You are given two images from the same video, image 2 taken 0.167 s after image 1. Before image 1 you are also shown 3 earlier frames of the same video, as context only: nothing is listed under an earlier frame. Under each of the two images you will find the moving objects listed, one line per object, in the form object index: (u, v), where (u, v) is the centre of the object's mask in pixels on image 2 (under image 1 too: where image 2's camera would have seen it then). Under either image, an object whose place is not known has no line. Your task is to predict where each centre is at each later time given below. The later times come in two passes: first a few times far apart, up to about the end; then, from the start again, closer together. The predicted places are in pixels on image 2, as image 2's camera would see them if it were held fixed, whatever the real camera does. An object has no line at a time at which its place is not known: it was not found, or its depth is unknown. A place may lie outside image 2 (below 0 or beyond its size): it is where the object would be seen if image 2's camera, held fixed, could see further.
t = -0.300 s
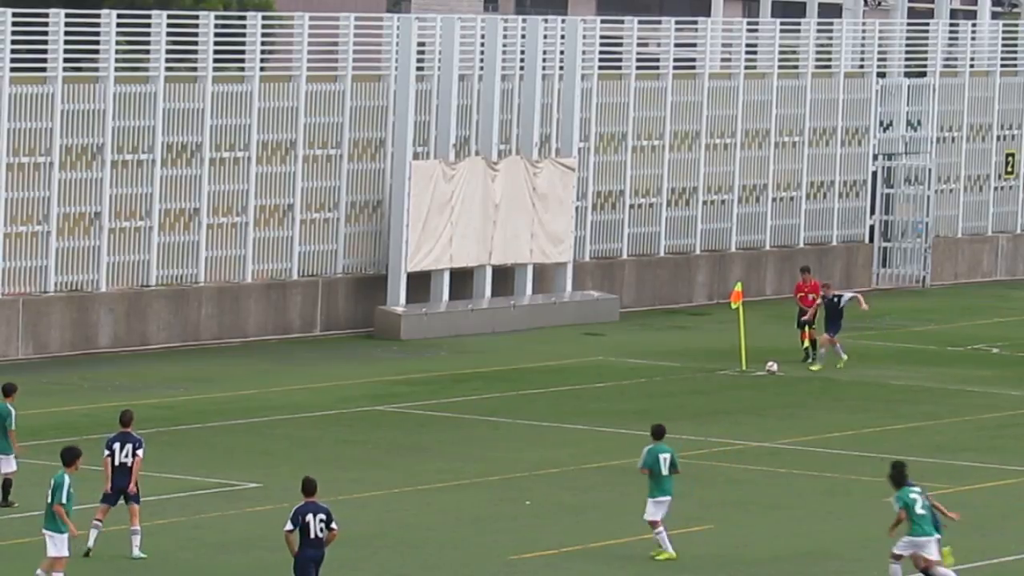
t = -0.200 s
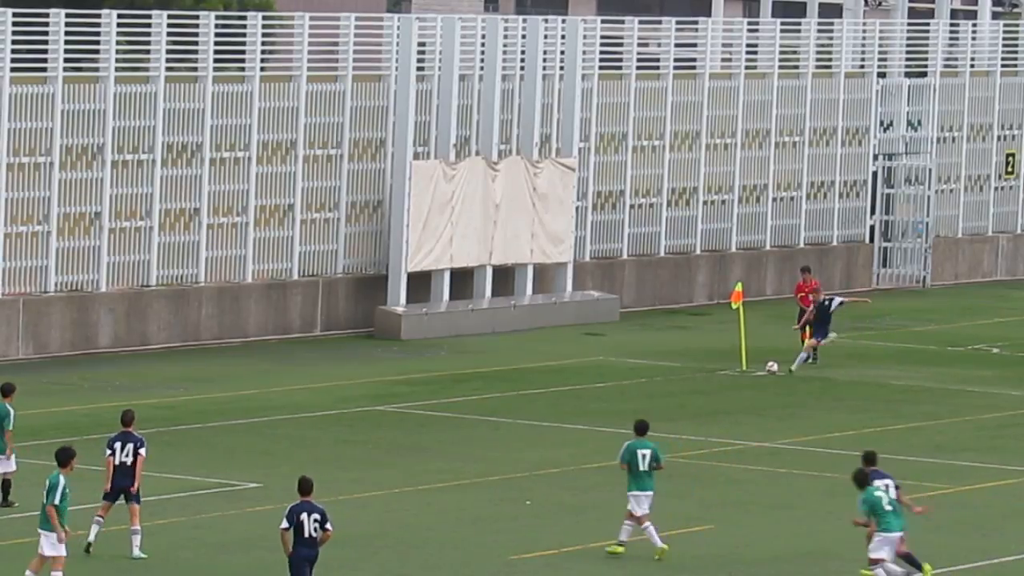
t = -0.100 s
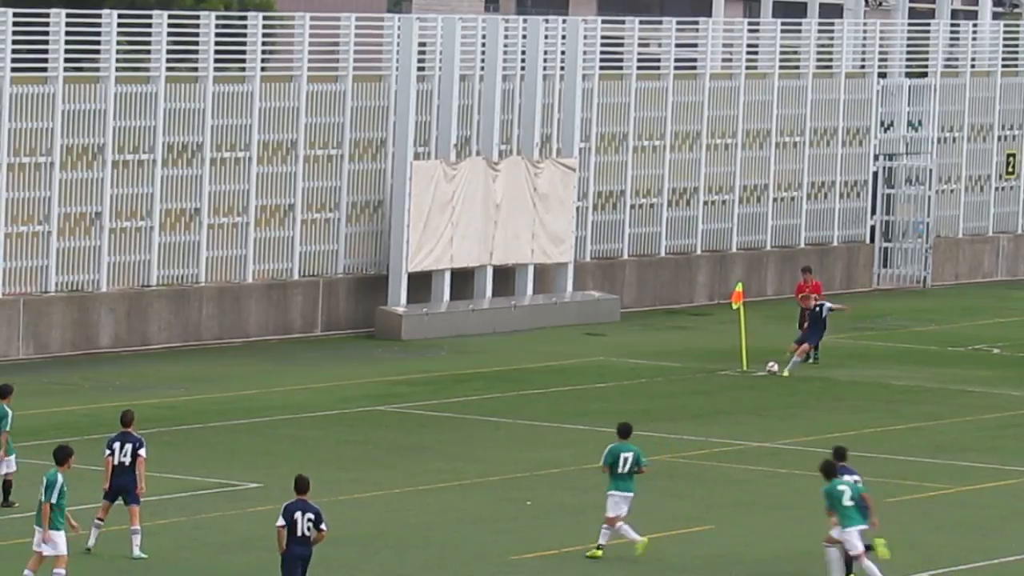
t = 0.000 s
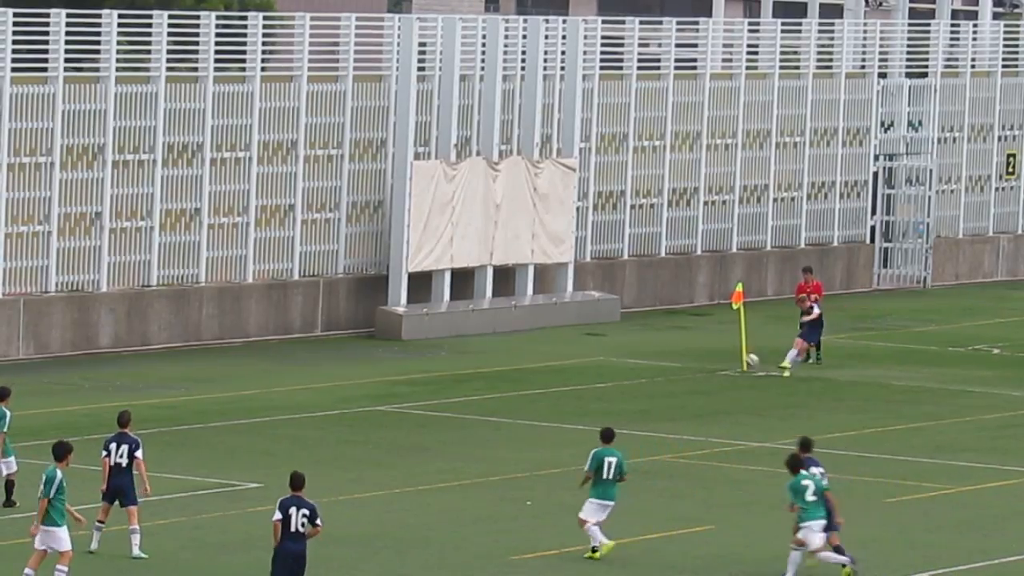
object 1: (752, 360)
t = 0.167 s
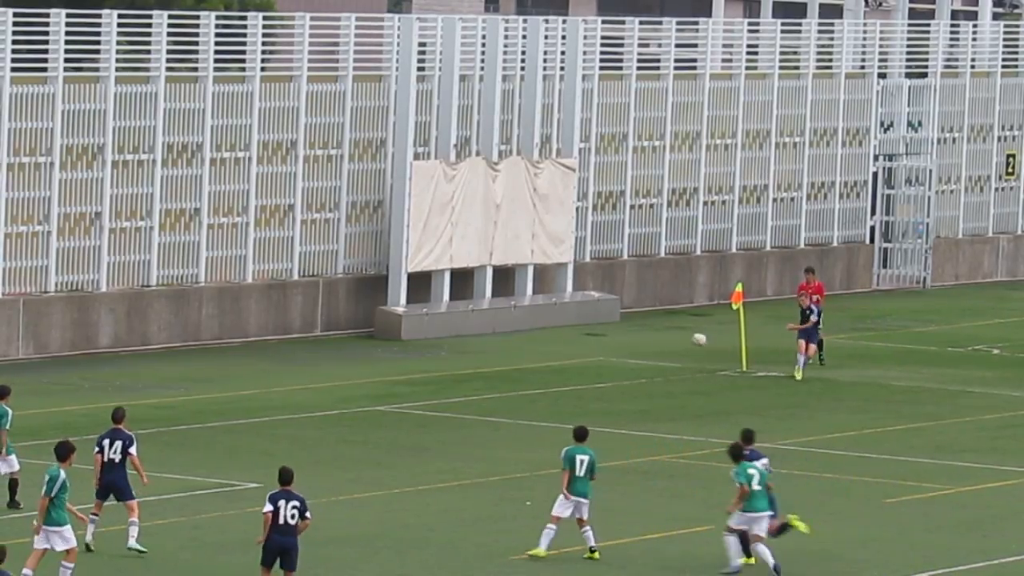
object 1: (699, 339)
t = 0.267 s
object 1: (668, 329)
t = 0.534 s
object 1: (582, 313)
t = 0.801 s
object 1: (493, 323)
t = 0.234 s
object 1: (678, 332)
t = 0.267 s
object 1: (668, 329)
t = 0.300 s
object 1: (658, 325)
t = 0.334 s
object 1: (647, 323)
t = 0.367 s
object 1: (636, 320)
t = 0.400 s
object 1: (626, 318)
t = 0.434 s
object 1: (615, 316)
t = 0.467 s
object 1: (604, 314)
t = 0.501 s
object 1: (593, 314)
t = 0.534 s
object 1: (582, 313)
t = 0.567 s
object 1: (571, 313)
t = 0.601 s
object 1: (560, 314)
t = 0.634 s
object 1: (549, 314)
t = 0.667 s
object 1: (538, 315)
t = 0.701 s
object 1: (527, 316)
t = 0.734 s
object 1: (515, 319)
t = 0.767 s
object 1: (504, 321)
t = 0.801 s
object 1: (493, 323)
